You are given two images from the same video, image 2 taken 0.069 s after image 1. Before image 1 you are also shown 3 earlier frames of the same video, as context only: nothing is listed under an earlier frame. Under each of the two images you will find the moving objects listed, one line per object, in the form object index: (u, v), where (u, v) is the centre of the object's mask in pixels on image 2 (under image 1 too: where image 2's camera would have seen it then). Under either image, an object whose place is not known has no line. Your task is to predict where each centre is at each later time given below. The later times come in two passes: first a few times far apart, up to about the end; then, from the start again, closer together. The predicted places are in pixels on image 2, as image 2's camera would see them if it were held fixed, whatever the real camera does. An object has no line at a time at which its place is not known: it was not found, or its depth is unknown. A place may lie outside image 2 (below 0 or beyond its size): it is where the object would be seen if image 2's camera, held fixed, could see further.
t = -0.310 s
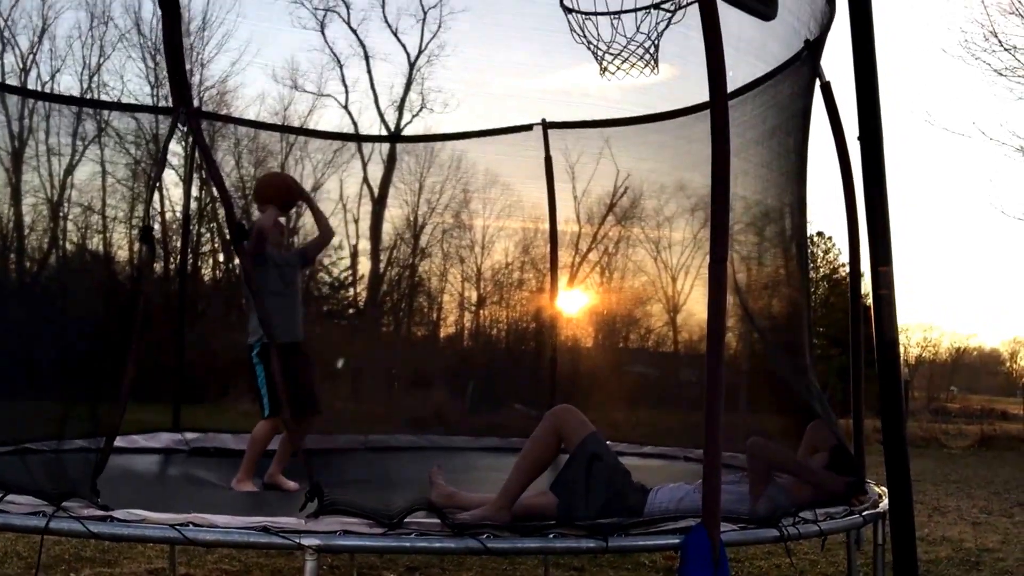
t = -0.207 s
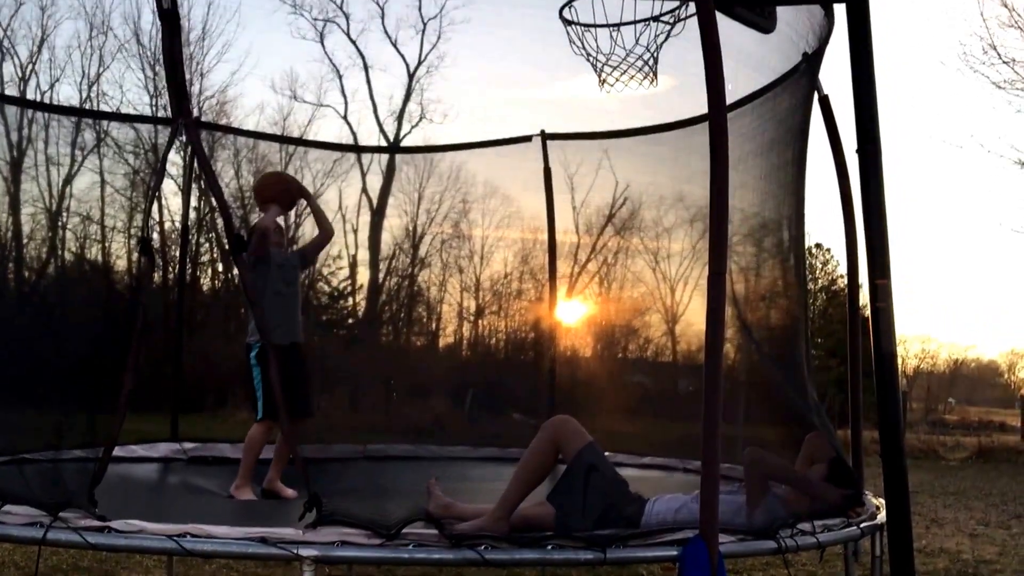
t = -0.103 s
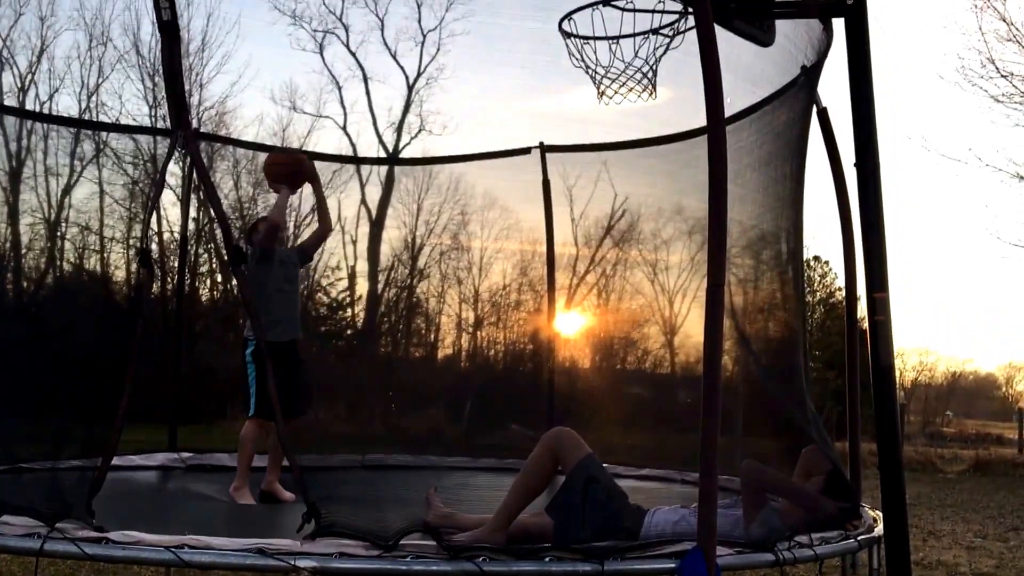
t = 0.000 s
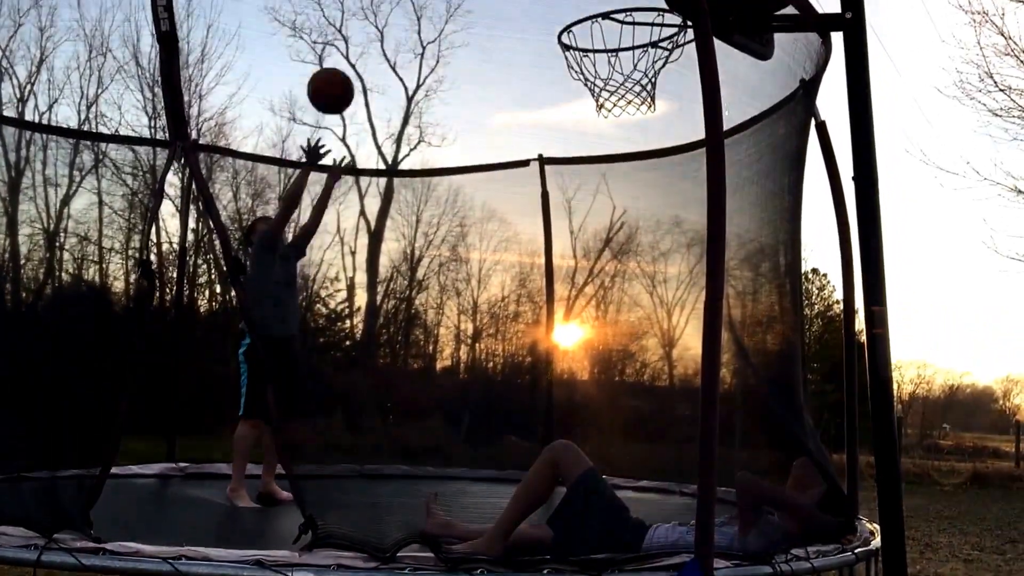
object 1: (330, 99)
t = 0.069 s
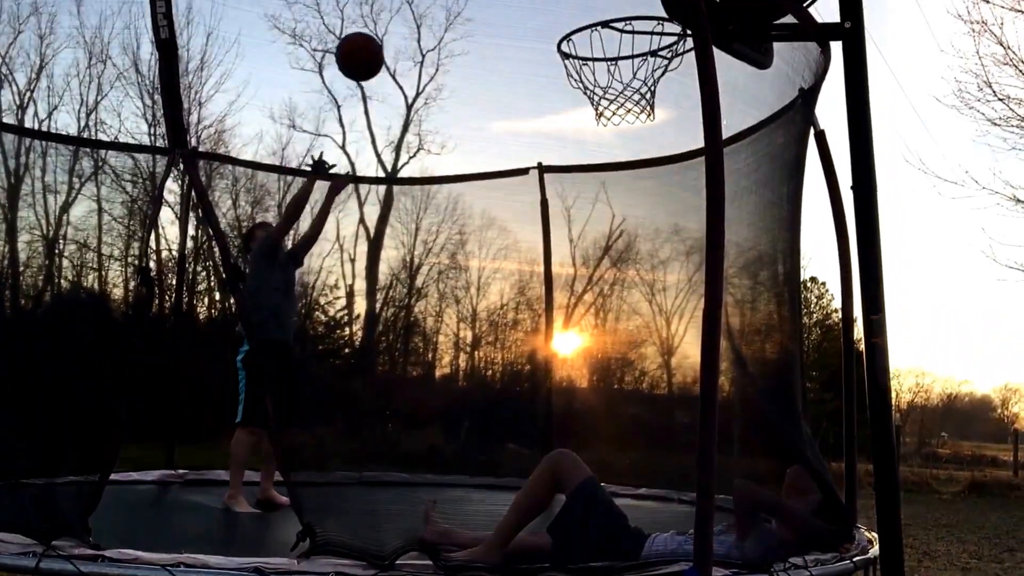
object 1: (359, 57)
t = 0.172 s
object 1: (405, 8)
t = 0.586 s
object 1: (619, 8)
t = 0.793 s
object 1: (617, 164)
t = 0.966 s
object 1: (598, 325)
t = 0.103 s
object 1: (374, 38)
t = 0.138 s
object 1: (389, 21)
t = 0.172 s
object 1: (405, 8)
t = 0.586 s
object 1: (619, 8)
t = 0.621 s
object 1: (638, 28)
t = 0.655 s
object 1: (634, 55)
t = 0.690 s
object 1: (630, 86)
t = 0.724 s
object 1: (625, 113)
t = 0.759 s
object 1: (621, 138)
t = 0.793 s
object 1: (617, 164)
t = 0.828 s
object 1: (613, 194)
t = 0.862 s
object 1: (609, 223)
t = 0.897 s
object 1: (605, 255)
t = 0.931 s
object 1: (601, 289)
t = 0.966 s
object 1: (598, 325)
